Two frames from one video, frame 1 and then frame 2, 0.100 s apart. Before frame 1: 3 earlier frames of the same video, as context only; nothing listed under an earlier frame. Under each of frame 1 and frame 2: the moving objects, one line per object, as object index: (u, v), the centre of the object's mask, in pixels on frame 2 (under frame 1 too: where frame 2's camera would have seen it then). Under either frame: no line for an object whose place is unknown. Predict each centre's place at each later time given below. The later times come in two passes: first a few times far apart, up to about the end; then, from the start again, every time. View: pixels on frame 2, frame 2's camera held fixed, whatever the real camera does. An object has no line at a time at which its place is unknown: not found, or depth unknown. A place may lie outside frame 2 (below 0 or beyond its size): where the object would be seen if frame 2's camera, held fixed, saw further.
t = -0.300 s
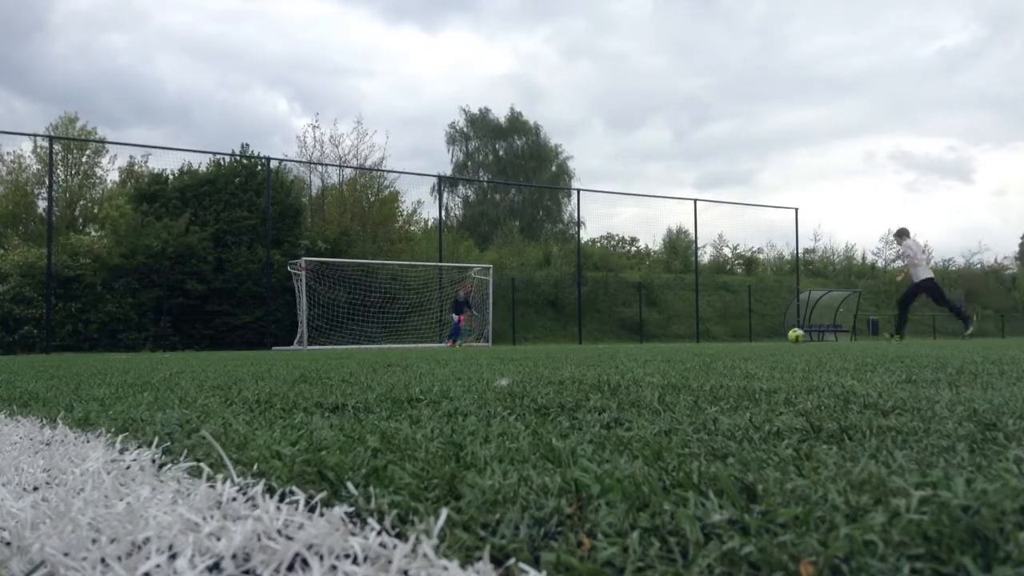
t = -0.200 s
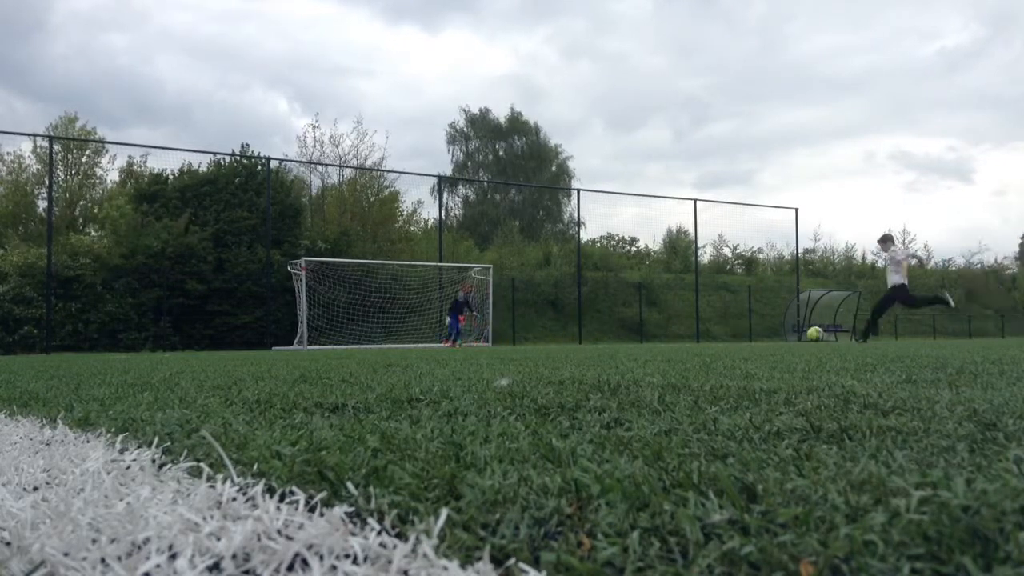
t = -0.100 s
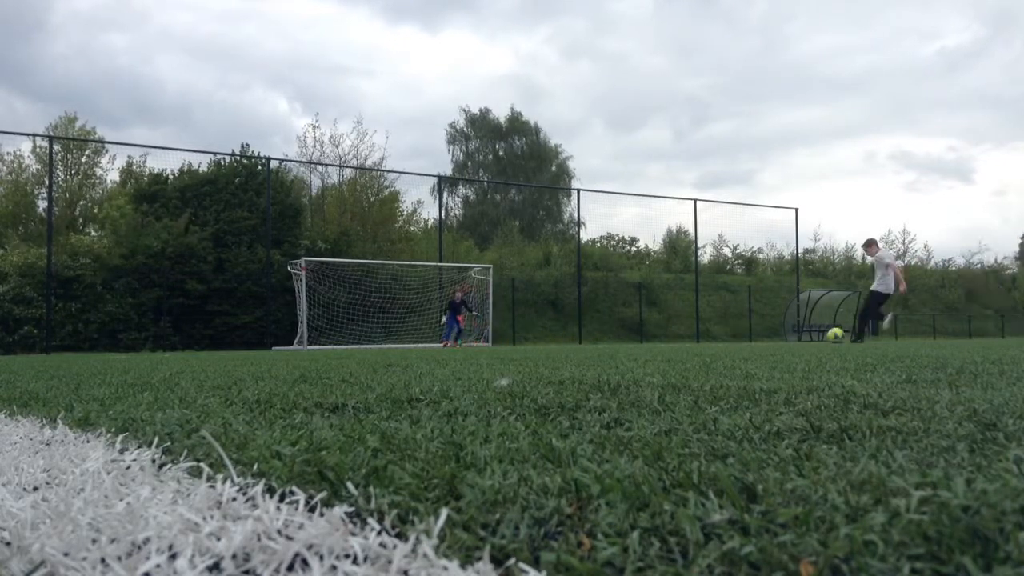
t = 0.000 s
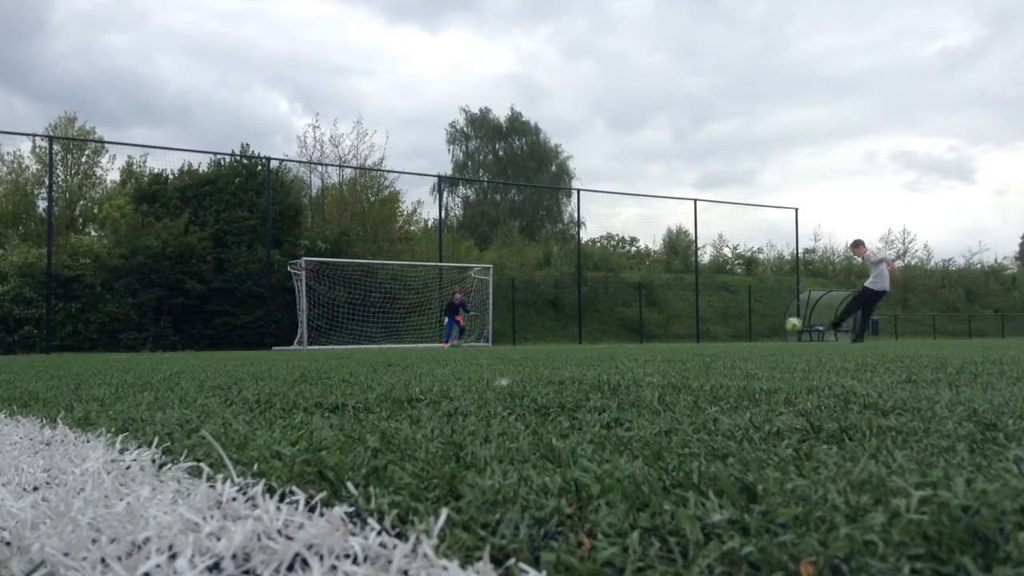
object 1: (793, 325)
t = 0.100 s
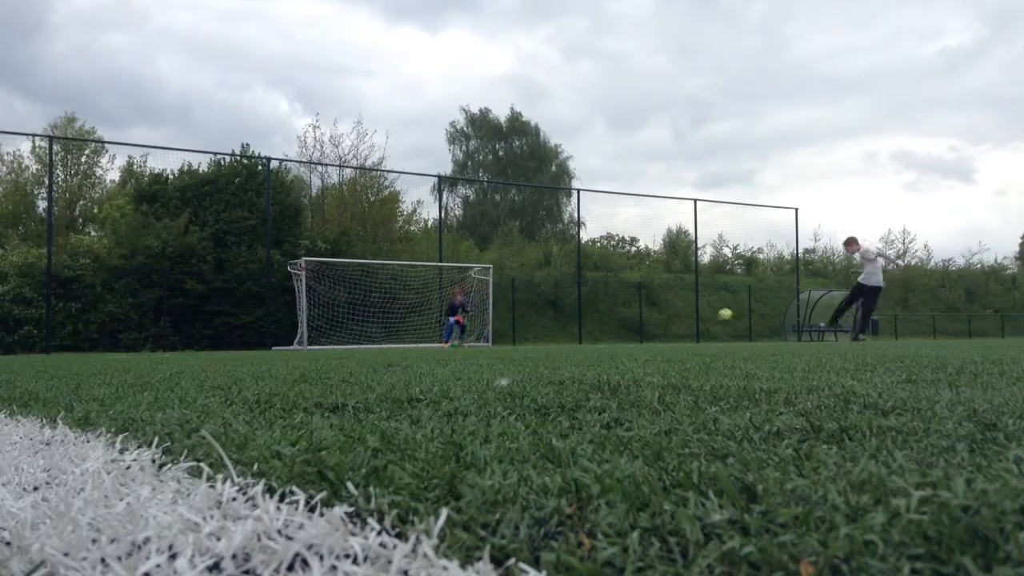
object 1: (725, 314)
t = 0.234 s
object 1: (659, 311)
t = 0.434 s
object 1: (596, 321)
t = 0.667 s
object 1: (555, 339)
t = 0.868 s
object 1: (537, 332)
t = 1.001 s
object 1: (528, 338)
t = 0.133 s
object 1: (706, 313)
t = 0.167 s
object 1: (689, 311)
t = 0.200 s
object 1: (674, 311)
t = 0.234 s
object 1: (659, 311)
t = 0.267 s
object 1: (647, 311)
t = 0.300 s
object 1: (635, 312)
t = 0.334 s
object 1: (625, 314)
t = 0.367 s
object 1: (614, 315)
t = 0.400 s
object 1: (605, 317)
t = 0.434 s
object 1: (596, 321)
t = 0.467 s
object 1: (589, 323)
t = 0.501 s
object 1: (581, 327)
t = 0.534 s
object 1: (575, 329)
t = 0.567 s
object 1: (569, 334)
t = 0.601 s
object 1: (563, 337)
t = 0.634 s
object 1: (559, 340)
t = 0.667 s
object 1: (555, 339)
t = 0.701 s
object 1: (551, 336)
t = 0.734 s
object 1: (548, 334)
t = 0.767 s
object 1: (545, 333)
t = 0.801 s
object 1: (542, 332)
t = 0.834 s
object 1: (540, 331)
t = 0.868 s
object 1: (537, 332)
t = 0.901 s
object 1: (534, 333)
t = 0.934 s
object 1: (532, 334)
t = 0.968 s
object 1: (530, 336)
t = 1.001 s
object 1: (528, 338)
